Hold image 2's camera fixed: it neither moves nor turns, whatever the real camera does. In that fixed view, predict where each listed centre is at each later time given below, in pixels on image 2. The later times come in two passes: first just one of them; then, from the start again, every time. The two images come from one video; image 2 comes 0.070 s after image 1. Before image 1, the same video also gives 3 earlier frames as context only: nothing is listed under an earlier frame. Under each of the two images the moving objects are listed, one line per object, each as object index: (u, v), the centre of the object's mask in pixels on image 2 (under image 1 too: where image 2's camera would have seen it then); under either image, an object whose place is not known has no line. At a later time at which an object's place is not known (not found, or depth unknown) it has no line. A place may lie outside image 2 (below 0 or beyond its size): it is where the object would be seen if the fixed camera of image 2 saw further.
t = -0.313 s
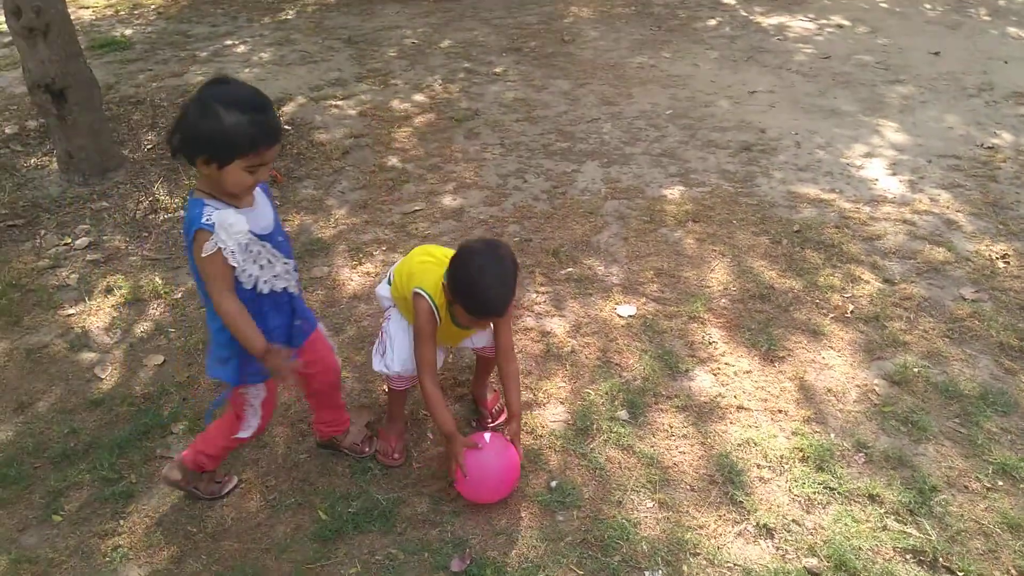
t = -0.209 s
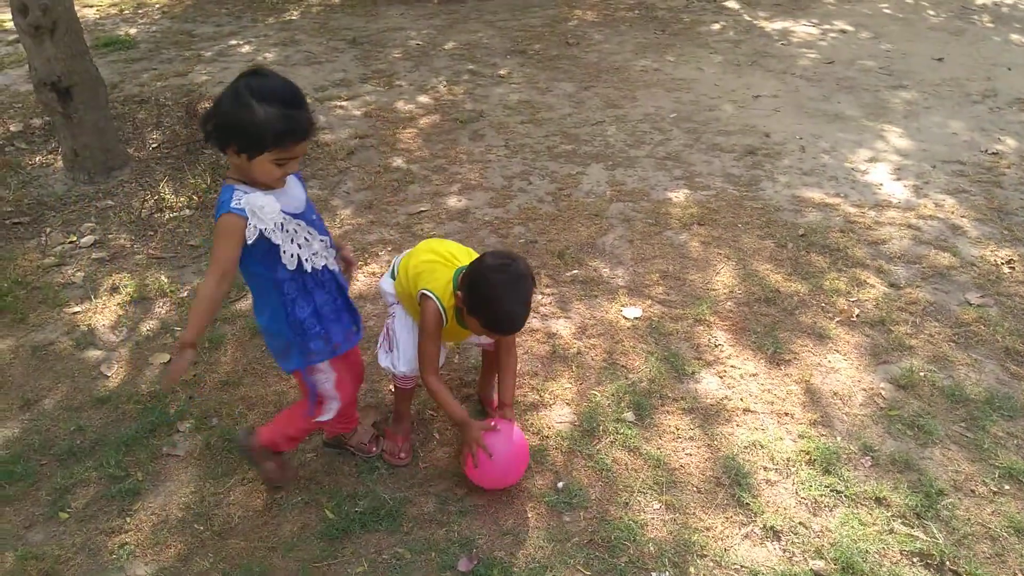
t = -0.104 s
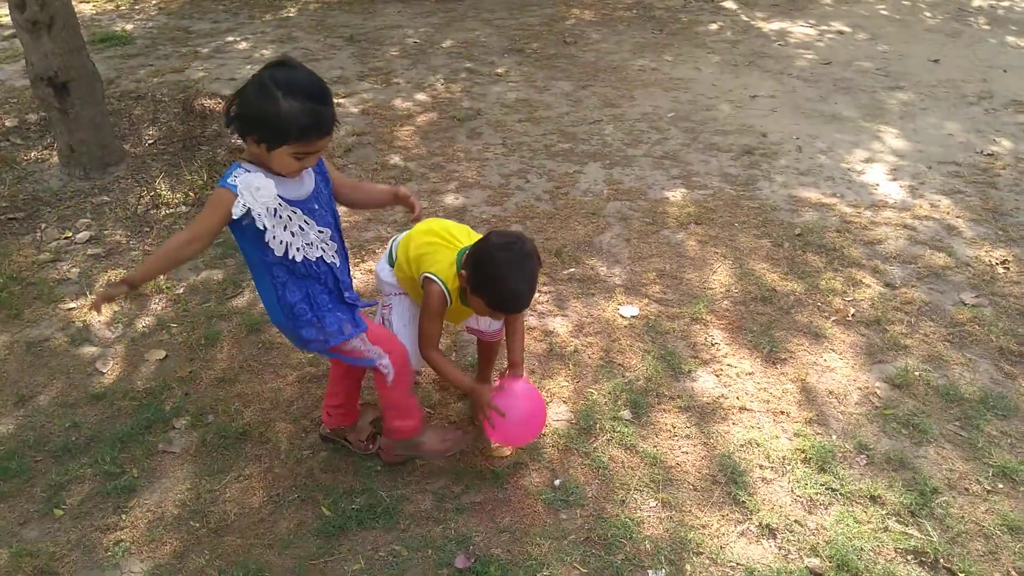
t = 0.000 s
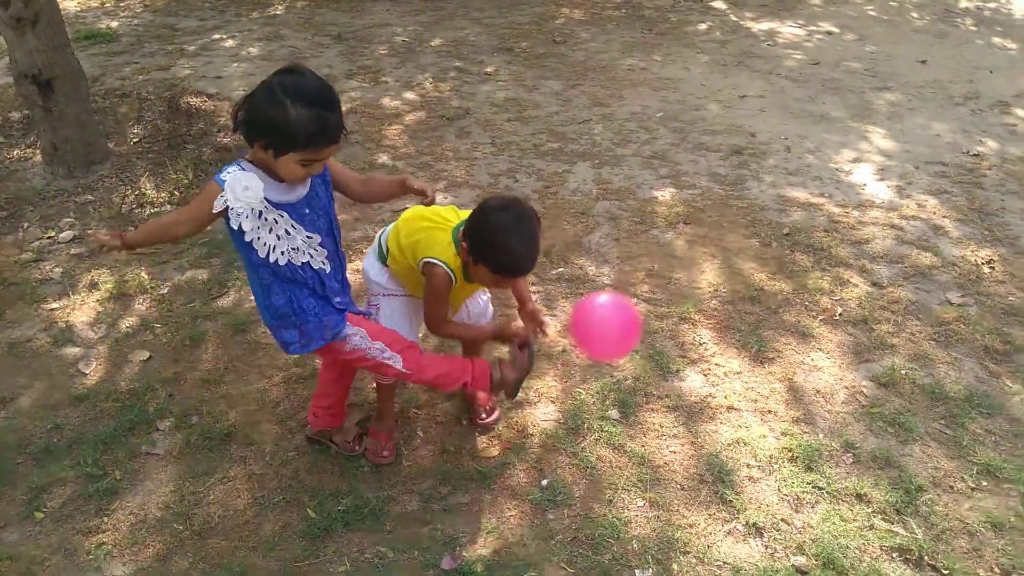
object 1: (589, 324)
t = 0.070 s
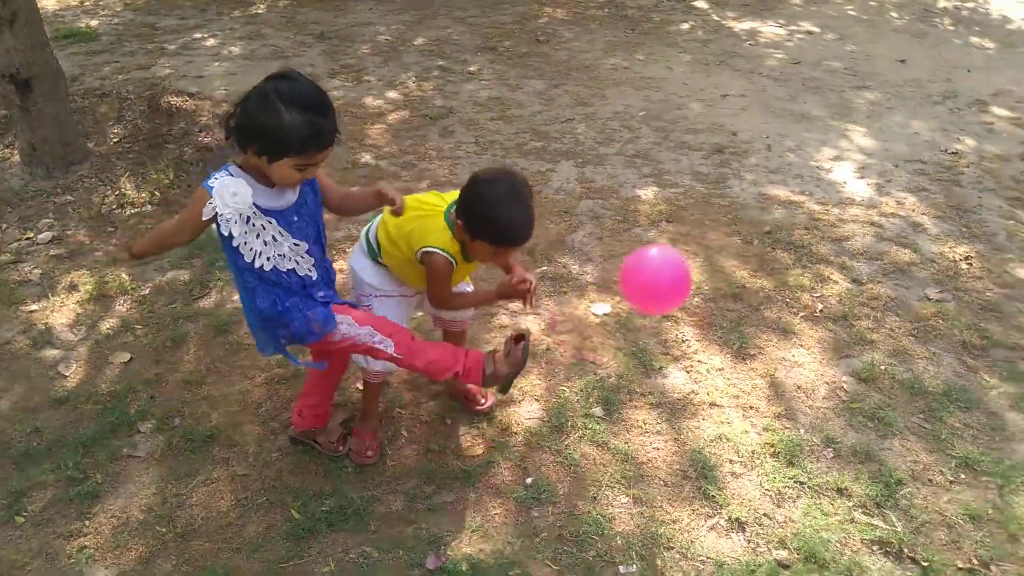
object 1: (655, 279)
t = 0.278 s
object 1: (813, 231)
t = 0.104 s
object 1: (685, 264)
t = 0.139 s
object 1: (715, 250)
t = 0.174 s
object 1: (745, 240)
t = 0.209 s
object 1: (773, 233)
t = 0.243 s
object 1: (795, 229)
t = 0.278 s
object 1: (813, 231)
